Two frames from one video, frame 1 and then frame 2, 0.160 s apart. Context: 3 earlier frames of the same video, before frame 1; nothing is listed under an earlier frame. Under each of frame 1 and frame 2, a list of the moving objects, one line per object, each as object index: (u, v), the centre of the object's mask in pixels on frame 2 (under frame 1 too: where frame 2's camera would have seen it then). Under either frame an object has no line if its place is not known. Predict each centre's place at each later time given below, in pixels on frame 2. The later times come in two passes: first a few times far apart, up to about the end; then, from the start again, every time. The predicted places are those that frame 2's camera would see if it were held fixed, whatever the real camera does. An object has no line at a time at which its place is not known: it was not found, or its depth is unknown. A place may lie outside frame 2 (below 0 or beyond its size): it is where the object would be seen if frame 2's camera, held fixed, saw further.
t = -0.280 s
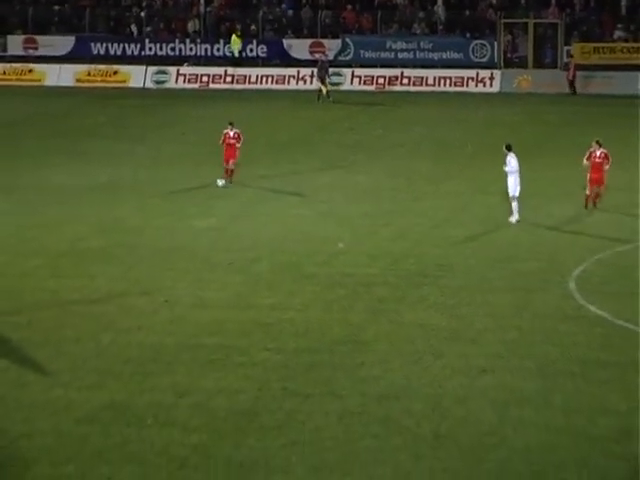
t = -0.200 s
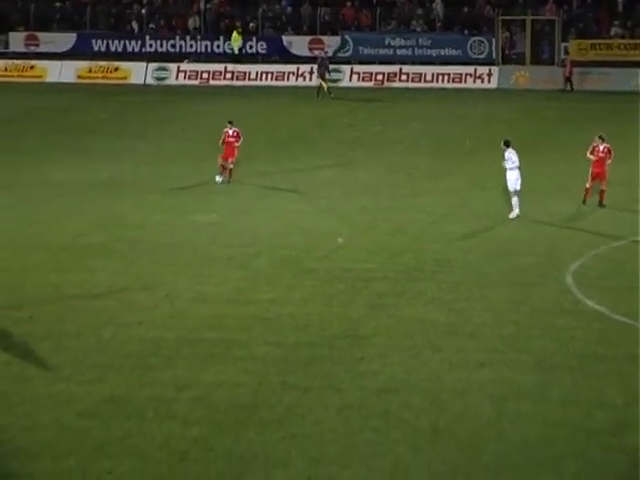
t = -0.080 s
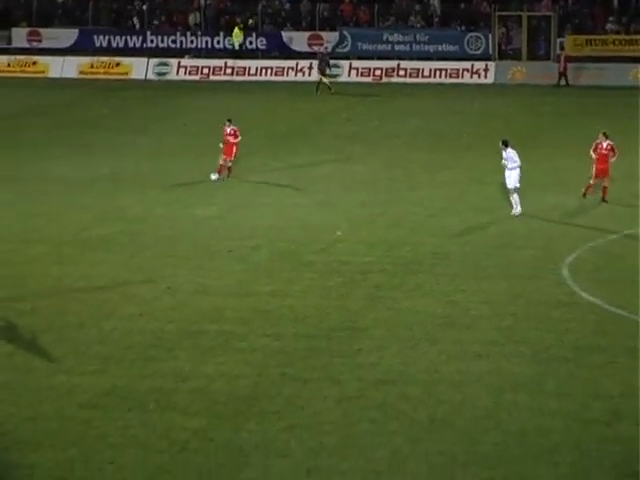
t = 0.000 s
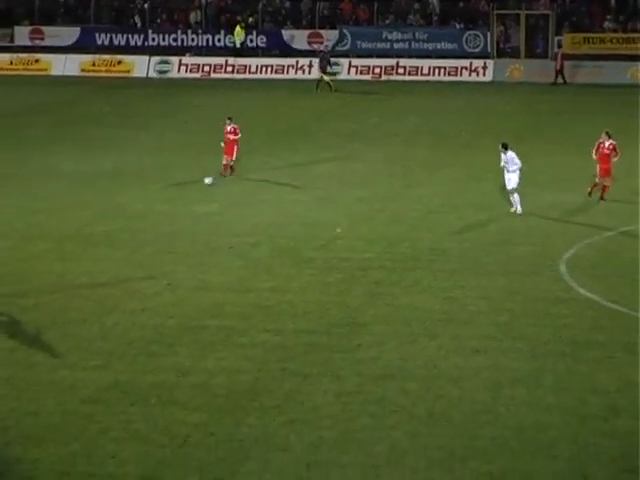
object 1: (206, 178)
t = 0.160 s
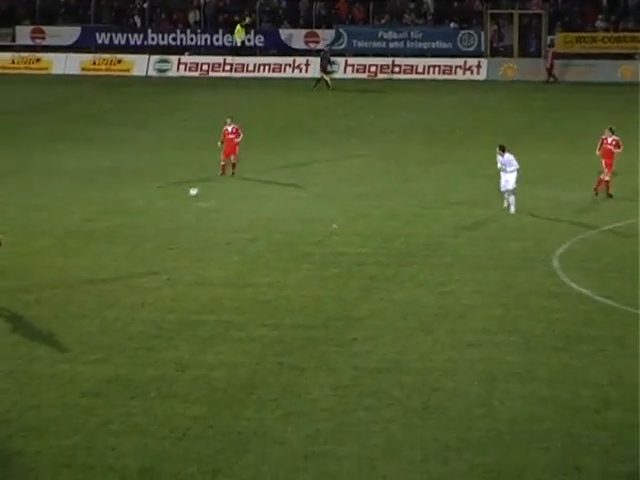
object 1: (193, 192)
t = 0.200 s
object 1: (190, 194)
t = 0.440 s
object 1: (175, 214)
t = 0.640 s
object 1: (163, 233)
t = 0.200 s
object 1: (190, 194)
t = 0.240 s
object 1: (187, 199)
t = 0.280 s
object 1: (184, 202)
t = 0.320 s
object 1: (182, 204)
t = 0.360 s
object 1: (179, 208)
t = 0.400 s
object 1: (177, 211)
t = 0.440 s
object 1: (175, 214)
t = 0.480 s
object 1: (172, 218)
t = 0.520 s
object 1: (170, 222)
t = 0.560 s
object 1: (167, 225)
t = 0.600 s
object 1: (165, 229)
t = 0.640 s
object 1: (163, 233)
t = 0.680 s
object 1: (161, 235)
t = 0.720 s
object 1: (159, 239)
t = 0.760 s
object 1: (157, 243)
